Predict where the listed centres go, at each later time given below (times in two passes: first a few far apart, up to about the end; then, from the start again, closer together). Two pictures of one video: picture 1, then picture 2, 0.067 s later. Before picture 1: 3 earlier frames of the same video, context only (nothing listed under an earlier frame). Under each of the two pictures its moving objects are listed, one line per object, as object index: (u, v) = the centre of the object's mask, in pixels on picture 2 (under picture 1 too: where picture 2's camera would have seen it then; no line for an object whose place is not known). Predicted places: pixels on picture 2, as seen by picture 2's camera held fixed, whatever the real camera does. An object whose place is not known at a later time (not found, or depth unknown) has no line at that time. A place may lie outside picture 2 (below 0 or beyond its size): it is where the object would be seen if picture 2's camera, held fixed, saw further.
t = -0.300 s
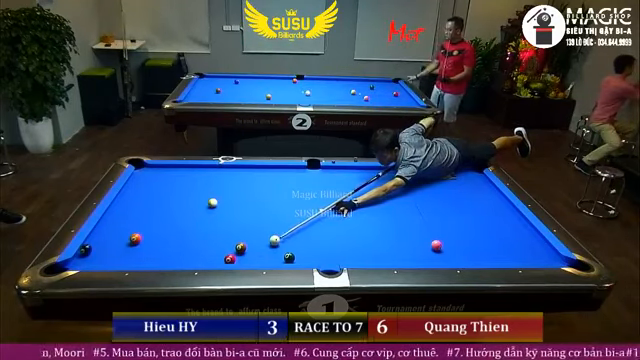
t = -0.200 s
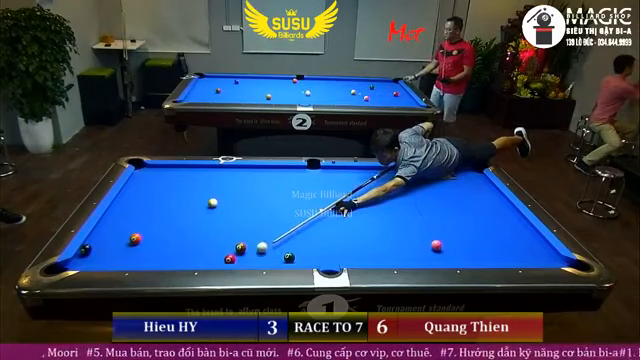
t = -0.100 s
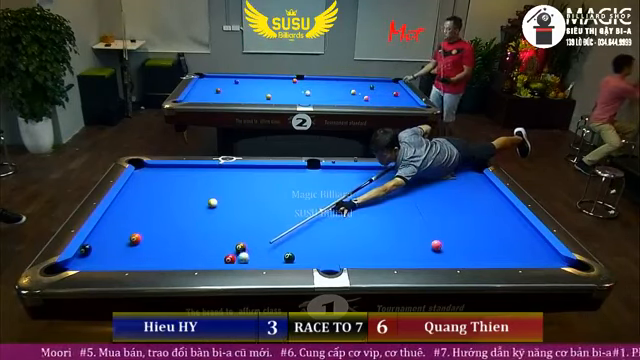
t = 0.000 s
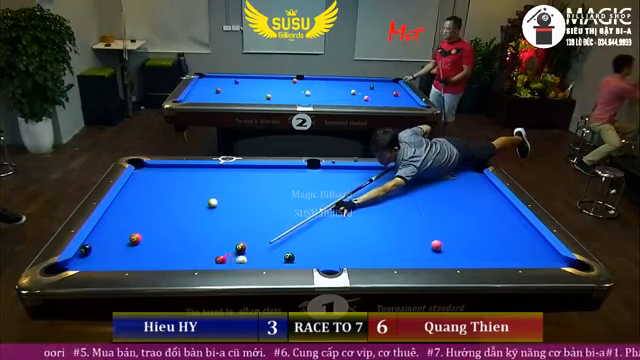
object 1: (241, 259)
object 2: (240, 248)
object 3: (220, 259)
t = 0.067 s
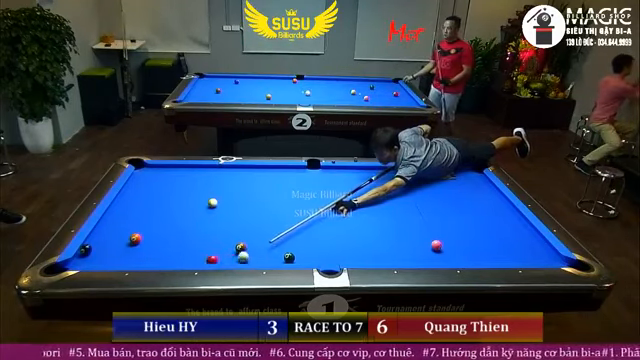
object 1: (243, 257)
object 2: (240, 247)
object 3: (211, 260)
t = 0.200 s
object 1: (245, 254)
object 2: (240, 246)
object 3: (200, 260)
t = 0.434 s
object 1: (251, 250)
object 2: (238, 244)
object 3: (177, 260)
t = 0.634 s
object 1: (255, 248)
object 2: (236, 240)
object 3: (159, 260)
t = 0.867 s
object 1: (260, 245)
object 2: (235, 238)
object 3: (138, 261)
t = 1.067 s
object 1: (263, 243)
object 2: (234, 235)
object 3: (123, 261)
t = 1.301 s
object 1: (267, 241)
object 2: (232, 234)
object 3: (104, 261)
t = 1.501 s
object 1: (269, 240)
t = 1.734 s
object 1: (272, 239)
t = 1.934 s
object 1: (273, 238)
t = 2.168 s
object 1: (274, 237)
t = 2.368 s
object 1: (274, 237)
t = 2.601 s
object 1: (275, 236)
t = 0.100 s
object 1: (243, 256)
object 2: (240, 247)
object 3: (207, 259)
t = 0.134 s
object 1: (244, 255)
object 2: (240, 247)
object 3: (204, 260)
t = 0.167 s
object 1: (244, 255)
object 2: (240, 247)
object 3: (204, 260)
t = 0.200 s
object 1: (245, 254)
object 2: (240, 246)
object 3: (200, 260)
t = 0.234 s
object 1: (245, 253)
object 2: (239, 246)
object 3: (196, 260)
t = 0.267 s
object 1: (247, 253)
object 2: (239, 246)
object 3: (192, 260)
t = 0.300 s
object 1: (248, 252)
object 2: (239, 245)
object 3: (189, 260)
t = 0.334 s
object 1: (249, 251)
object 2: (238, 245)
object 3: (185, 260)
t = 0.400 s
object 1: (249, 251)
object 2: (238, 244)
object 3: (181, 260)
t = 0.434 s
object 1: (251, 250)
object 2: (238, 244)
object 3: (177, 260)
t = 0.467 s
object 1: (252, 250)
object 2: (237, 242)
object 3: (173, 260)
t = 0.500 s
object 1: (252, 249)
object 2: (237, 242)
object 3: (170, 260)
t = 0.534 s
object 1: (253, 249)
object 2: (237, 242)
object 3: (166, 260)
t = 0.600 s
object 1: (254, 248)
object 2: (236, 241)
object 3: (162, 260)
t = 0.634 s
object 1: (255, 248)
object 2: (236, 240)
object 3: (159, 260)
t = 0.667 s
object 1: (256, 247)
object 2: (236, 240)
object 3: (155, 260)
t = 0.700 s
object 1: (257, 247)
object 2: (236, 239)
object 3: (152, 260)
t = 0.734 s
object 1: (257, 246)
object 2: (235, 239)
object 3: (149, 260)
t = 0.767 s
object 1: (257, 246)
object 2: (235, 239)
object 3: (148, 261)
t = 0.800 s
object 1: (258, 246)
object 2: (235, 238)
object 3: (145, 261)
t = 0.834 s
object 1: (259, 246)
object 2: (235, 238)
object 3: (141, 261)
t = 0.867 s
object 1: (260, 245)
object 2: (235, 238)
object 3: (138, 261)
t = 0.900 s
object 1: (261, 245)
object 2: (235, 237)
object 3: (135, 261)
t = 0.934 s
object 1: (261, 244)
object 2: (234, 236)
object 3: (132, 261)
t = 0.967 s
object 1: (261, 244)
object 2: (235, 236)
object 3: (132, 261)
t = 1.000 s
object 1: (262, 244)
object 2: (234, 236)
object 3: (129, 261)
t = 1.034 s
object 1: (263, 243)
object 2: (234, 236)
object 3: (126, 261)
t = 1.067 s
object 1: (263, 243)
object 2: (234, 235)
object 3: (123, 261)
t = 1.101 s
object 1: (264, 243)
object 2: (233, 234)
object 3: (119, 261)
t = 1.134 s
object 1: (264, 243)
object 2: (233, 234)
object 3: (116, 260)
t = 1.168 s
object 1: (264, 243)
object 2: (233, 234)
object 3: (116, 260)
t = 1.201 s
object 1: (265, 242)
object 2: (233, 234)
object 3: (113, 260)
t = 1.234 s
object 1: (266, 242)
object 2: (233, 234)
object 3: (110, 260)
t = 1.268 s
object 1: (266, 241)
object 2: (233, 234)
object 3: (107, 261)
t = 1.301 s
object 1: (267, 241)
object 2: (232, 234)
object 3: (104, 261)
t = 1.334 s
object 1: (267, 241)
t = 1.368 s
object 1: (267, 241)
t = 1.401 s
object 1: (268, 241)
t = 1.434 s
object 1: (268, 241)
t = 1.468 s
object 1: (269, 241)
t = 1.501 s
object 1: (269, 240)
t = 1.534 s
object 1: (269, 240)
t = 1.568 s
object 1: (269, 240)
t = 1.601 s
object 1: (270, 240)
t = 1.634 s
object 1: (270, 240)
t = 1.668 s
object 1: (271, 239)
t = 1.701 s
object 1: (271, 239)
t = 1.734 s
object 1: (272, 239)
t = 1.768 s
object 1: (272, 239)
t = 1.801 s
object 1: (272, 239)
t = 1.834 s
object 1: (272, 239)
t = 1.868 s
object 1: (272, 239)
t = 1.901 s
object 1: (273, 238)
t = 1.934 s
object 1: (273, 238)
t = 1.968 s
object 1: (273, 238)
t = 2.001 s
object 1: (273, 238)
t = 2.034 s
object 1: (273, 238)
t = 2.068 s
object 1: (274, 237)
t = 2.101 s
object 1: (274, 237)
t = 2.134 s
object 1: (274, 237)
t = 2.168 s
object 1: (274, 237)
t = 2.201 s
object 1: (274, 237)
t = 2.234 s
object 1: (274, 237)
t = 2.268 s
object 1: (274, 237)
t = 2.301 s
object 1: (274, 237)
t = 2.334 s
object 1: (274, 237)
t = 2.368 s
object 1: (274, 237)
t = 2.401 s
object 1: (275, 236)
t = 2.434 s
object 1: (275, 236)
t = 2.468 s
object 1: (275, 236)
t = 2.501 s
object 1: (275, 236)
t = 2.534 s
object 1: (275, 236)
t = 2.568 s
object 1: (275, 236)
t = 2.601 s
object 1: (275, 236)
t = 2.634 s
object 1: (275, 236)
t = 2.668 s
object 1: (275, 236)
